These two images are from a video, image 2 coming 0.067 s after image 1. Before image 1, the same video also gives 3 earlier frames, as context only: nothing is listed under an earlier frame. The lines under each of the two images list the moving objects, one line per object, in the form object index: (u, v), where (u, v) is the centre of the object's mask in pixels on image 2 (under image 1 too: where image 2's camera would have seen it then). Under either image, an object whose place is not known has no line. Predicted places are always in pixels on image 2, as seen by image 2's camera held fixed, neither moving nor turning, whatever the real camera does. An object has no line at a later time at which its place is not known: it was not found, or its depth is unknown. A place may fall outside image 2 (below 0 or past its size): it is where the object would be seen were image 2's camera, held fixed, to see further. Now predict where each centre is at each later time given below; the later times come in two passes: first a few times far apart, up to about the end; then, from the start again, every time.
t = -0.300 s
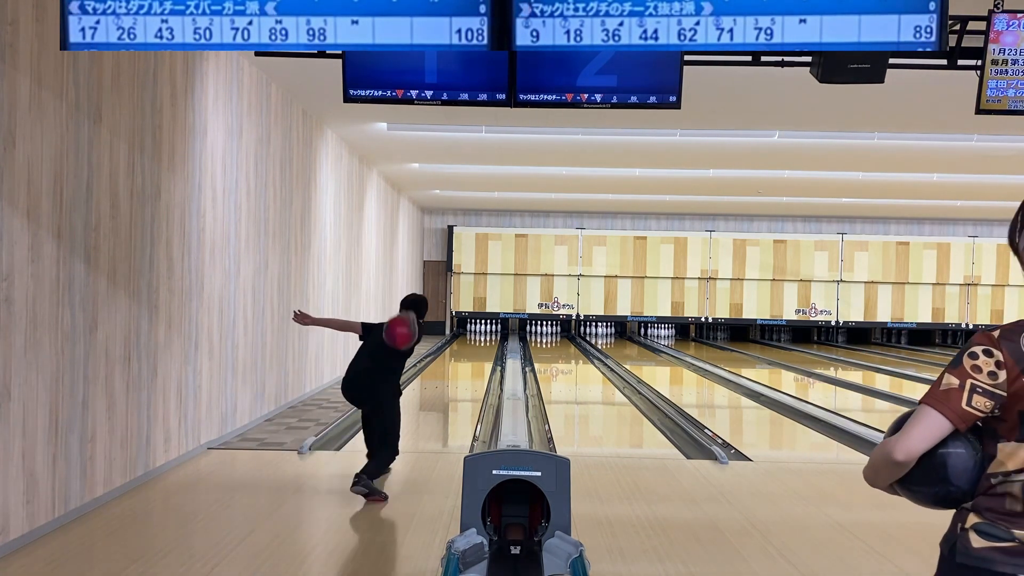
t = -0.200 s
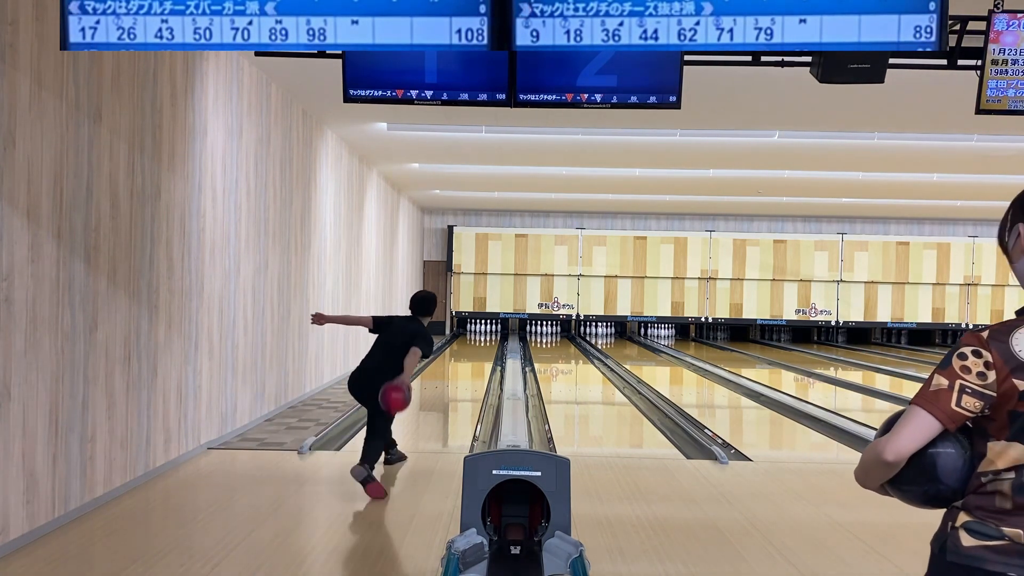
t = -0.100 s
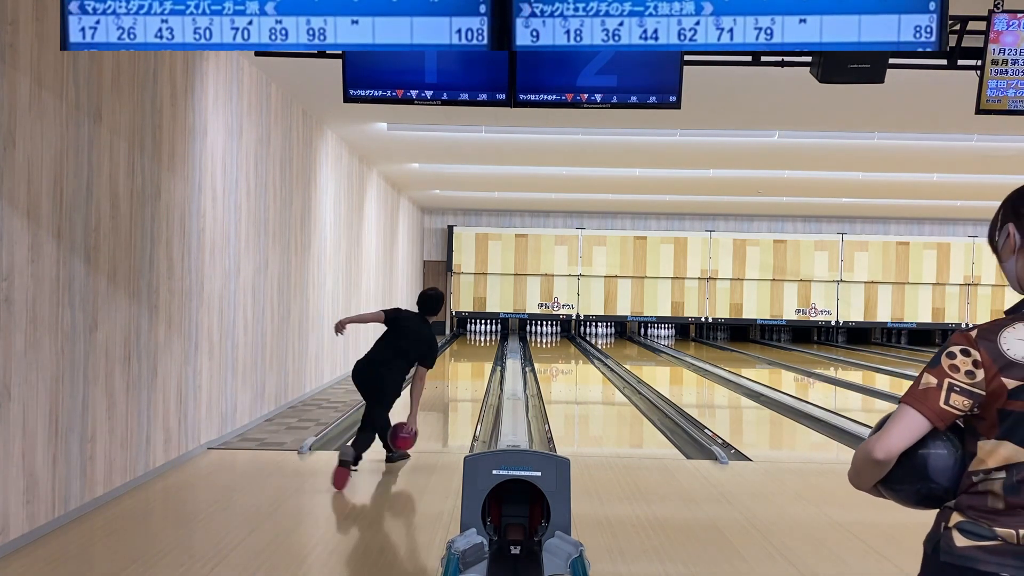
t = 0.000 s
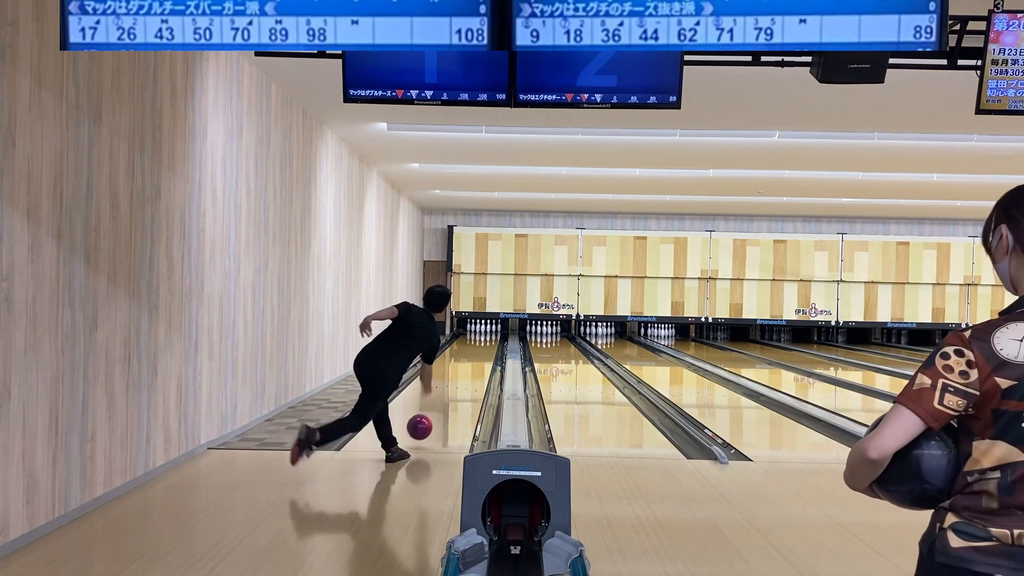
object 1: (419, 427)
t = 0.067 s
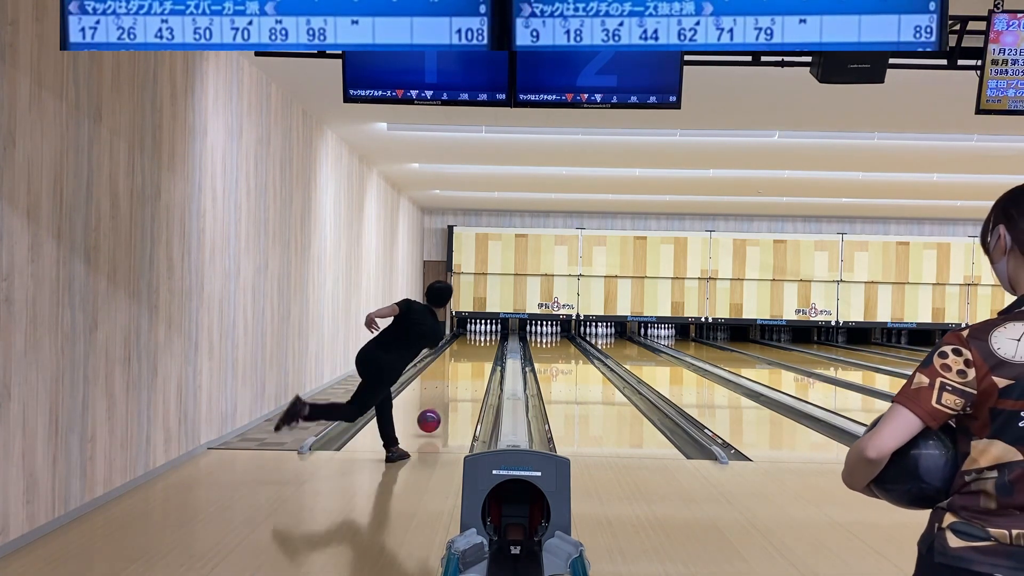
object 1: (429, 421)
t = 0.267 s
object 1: (450, 400)
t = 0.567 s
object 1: (471, 376)
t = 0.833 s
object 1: (482, 362)
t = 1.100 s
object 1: (490, 352)
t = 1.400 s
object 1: (494, 344)
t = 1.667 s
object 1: (495, 338)
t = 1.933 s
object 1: (494, 335)
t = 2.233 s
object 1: (493, 332)
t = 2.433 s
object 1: (495, 327)
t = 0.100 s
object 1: (433, 420)
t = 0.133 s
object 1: (437, 415)
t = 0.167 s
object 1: (441, 411)
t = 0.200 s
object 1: (444, 407)
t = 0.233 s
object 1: (447, 403)
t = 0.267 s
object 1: (450, 400)
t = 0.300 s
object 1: (453, 397)
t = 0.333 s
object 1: (456, 394)
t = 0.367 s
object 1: (458, 391)
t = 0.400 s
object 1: (461, 388)
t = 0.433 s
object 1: (463, 385)
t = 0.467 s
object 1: (465, 383)
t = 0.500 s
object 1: (467, 380)
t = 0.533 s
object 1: (469, 378)
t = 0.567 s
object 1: (471, 376)
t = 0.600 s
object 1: (472, 374)
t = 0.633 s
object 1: (474, 372)
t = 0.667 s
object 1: (476, 370)
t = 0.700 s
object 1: (477, 368)
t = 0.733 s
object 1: (478, 367)
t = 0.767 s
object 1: (480, 365)
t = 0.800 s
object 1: (481, 364)
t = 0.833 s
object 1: (482, 362)
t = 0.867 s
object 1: (483, 360)
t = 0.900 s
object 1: (485, 359)
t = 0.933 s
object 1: (486, 358)
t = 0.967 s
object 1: (487, 356)
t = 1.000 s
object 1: (487, 355)
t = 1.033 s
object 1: (488, 354)
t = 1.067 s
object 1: (489, 353)
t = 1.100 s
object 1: (490, 352)
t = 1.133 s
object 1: (490, 351)
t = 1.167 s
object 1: (491, 350)
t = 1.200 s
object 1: (491, 349)
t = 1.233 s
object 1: (492, 348)
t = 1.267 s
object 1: (492, 347)
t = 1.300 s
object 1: (493, 346)
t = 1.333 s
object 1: (494, 345)
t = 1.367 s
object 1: (493, 345)
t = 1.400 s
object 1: (494, 344)
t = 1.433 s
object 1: (494, 343)
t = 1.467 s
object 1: (495, 342)
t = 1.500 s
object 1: (495, 342)
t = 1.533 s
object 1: (495, 341)
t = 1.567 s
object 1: (495, 340)
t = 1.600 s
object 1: (495, 340)
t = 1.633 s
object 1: (495, 339)
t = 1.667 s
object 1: (495, 338)
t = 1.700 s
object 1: (495, 338)
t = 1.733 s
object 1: (495, 337)
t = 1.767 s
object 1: (495, 337)
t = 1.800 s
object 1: (495, 337)
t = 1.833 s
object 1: (495, 336)
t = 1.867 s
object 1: (495, 336)
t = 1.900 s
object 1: (494, 335)
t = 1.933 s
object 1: (494, 335)
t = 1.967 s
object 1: (494, 334)
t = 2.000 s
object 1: (494, 334)
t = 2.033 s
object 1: (494, 333)
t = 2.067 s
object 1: (494, 333)
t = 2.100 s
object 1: (494, 333)
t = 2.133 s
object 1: (494, 332)
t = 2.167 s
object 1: (493, 332)
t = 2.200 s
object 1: (493, 332)
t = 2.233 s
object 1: (493, 332)
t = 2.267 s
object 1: (492, 331)
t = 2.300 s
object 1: (492, 330)
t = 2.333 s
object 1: (493, 331)
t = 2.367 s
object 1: (494, 330)
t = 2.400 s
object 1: (494, 328)
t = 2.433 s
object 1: (495, 327)
